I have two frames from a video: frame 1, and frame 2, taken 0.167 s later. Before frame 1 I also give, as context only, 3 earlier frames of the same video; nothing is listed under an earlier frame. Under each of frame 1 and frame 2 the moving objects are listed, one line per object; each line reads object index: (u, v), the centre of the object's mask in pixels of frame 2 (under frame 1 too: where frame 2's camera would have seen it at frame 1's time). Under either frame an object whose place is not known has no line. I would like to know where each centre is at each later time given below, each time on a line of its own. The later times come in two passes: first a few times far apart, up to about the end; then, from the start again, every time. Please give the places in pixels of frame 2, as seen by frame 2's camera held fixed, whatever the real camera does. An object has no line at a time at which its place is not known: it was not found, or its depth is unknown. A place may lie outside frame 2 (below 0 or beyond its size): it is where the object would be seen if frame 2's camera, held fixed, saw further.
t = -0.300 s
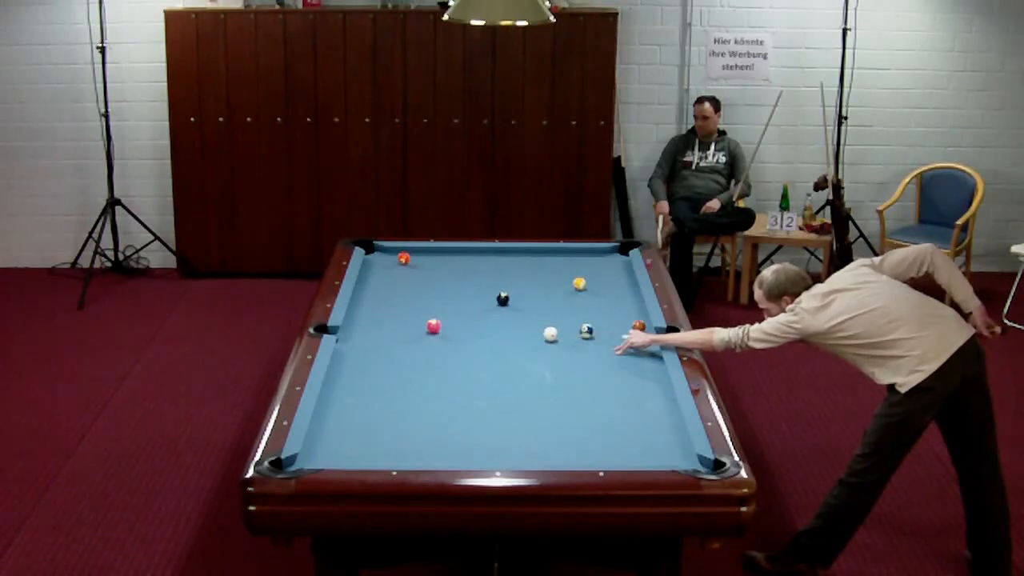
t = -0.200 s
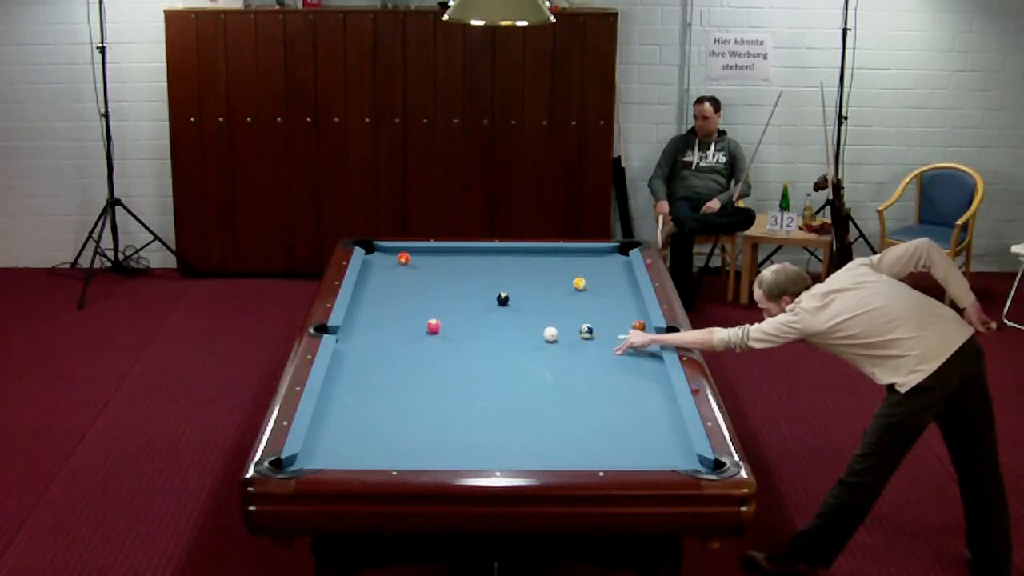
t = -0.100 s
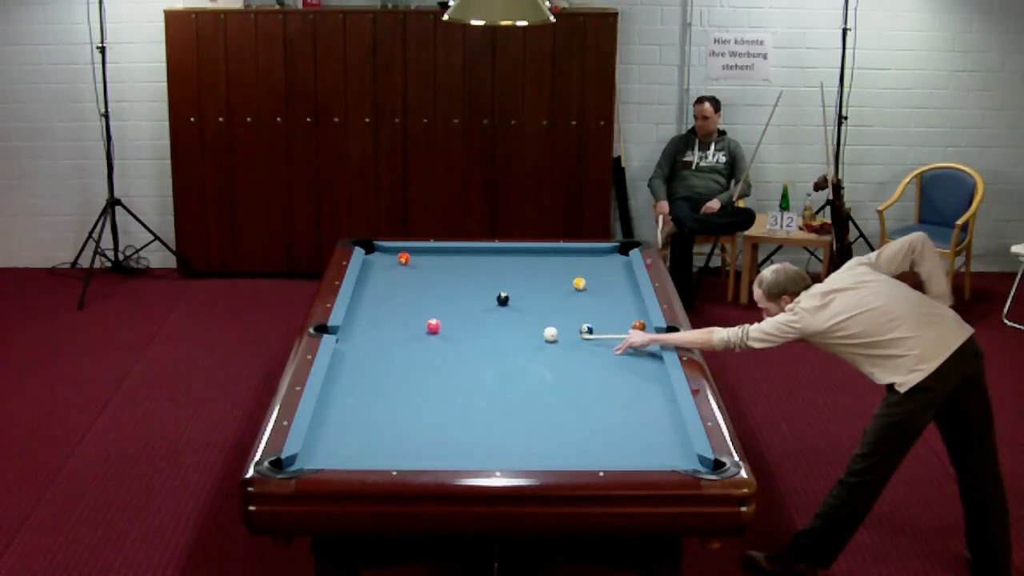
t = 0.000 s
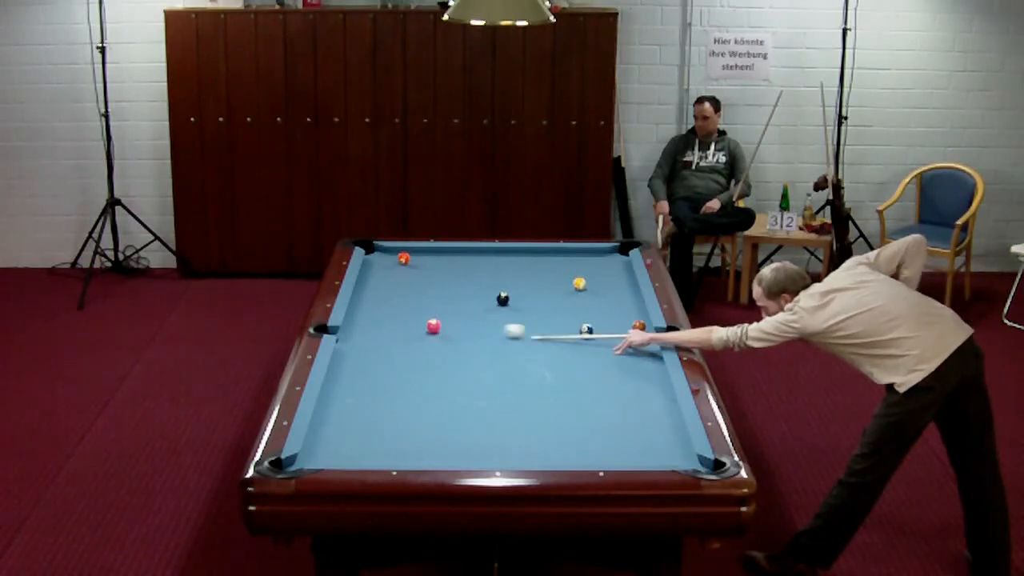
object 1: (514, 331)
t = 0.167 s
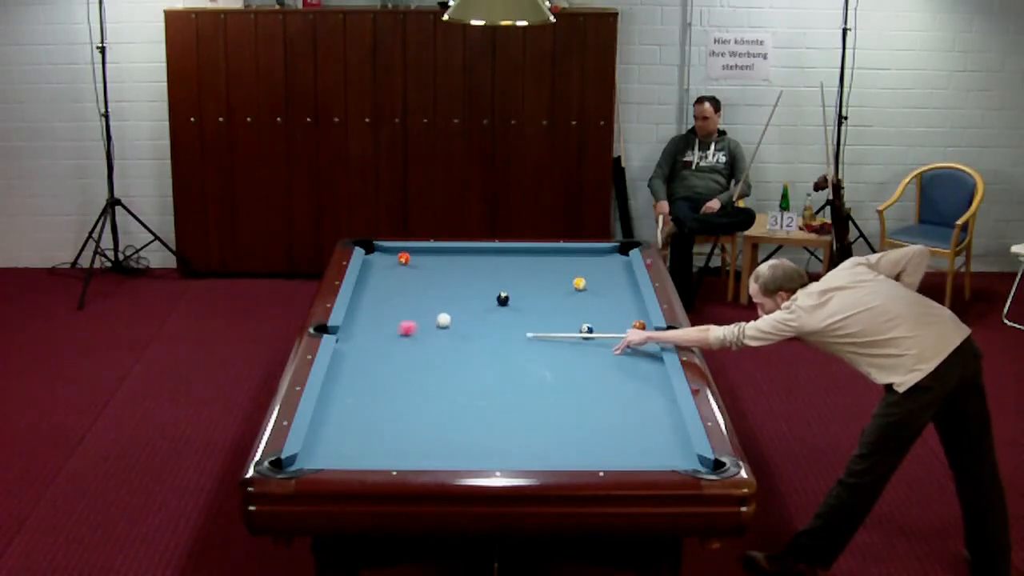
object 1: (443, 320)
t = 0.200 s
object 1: (442, 318)
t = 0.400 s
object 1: (441, 306)
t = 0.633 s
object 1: (445, 296)
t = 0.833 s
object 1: (448, 287)
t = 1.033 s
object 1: (450, 279)
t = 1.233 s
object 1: (453, 272)
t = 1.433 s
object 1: (455, 265)
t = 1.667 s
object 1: (457, 257)
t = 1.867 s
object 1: (459, 251)
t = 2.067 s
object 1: (464, 251)
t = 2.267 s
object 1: (471, 254)
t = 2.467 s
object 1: (477, 256)
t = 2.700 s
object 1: (484, 259)
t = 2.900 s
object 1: (490, 262)
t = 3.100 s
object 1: (496, 264)
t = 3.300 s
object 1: (501, 266)
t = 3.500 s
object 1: (506, 268)
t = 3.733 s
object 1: (511, 270)
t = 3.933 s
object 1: (515, 272)
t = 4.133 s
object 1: (519, 274)
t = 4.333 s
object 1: (523, 275)
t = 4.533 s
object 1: (526, 276)
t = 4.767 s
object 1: (529, 277)
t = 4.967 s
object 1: (531, 278)
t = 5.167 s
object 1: (532, 279)
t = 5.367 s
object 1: (533, 280)
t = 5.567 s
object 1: (534, 280)
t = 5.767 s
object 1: (534, 280)
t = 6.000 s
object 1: (534, 280)
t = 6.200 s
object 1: (534, 280)
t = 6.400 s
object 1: (535, 280)
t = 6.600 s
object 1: (535, 280)
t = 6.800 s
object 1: (535, 280)
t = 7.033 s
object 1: (535, 280)
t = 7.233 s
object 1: (535, 280)
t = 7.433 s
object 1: (535, 280)
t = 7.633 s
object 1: (534, 280)
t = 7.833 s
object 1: (534, 280)
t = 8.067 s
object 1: (535, 280)
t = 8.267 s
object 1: (535, 280)
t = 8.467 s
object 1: (535, 280)
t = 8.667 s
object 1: (535, 280)
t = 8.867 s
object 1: (534, 280)
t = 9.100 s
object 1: (534, 280)
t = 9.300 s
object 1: (535, 280)
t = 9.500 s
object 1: (535, 280)
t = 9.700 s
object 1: (534, 280)
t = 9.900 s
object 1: (535, 280)
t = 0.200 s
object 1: (442, 318)
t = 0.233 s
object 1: (440, 316)
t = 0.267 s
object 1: (440, 313)
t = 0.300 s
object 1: (440, 311)
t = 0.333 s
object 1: (440, 310)
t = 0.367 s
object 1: (441, 308)
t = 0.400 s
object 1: (441, 306)
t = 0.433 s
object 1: (441, 305)
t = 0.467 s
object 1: (442, 303)
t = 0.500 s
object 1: (443, 302)
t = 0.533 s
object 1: (443, 300)
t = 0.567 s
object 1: (444, 299)
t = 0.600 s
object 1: (444, 297)
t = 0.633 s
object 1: (445, 296)
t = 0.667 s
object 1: (445, 294)
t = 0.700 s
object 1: (446, 293)
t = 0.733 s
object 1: (446, 291)
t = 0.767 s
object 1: (447, 290)
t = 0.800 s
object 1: (447, 289)
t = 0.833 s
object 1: (448, 287)
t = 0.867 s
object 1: (448, 286)
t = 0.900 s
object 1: (449, 285)
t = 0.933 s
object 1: (449, 283)
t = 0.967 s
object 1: (450, 282)
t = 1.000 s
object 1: (450, 281)
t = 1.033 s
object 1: (450, 279)
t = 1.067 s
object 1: (451, 278)
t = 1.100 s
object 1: (451, 277)
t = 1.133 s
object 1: (452, 275)
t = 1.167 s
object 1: (452, 274)
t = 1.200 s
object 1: (452, 273)
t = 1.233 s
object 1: (453, 272)
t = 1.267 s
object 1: (453, 271)
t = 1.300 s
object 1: (454, 269)
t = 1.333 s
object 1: (454, 268)
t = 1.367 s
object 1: (454, 267)
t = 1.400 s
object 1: (454, 266)
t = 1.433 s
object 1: (455, 265)
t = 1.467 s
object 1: (455, 263)
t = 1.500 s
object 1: (456, 263)
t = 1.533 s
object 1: (456, 261)
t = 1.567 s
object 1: (456, 260)
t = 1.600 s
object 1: (457, 259)
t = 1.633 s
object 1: (457, 258)
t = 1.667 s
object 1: (457, 257)
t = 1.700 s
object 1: (458, 256)
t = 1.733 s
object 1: (458, 255)
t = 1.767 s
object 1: (458, 254)
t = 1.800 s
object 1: (458, 253)
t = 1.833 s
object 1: (459, 252)
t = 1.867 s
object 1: (459, 251)
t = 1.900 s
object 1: (459, 250)
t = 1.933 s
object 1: (459, 249)
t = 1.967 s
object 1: (461, 250)
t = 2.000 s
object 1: (462, 250)
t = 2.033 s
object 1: (463, 251)
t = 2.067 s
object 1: (464, 251)
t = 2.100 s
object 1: (465, 252)
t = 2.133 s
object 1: (466, 252)
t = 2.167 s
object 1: (467, 252)
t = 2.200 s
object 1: (468, 253)
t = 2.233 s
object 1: (470, 253)
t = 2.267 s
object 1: (471, 254)
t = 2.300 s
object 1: (472, 254)
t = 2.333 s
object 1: (473, 255)
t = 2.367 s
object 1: (474, 255)
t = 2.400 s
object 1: (475, 255)
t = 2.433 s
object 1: (476, 256)
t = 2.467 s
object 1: (477, 256)
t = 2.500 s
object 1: (478, 257)
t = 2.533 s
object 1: (479, 257)
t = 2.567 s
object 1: (480, 258)
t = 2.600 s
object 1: (481, 258)
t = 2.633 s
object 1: (482, 258)
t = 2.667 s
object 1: (483, 259)
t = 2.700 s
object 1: (484, 259)
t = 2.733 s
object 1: (485, 260)
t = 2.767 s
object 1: (486, 260)
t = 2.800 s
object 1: (487, 261)
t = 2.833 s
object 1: (488, 261)
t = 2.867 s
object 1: (489, 261)
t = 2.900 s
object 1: (490, 262)
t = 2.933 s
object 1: (491, 262)
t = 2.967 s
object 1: (492, 262)
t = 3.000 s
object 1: (493, 263)
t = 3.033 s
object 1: (494, 263)
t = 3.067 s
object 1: (495, 264)
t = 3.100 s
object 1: (496, 264)
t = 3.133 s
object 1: (496, 265)
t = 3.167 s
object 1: (497, 265)
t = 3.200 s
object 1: (498, 265)
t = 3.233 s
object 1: (499, 266)
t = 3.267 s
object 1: (500, 266)
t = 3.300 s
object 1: (501, 266)
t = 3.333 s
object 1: (502, 266)
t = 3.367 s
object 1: (503, 267)
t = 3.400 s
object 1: (504, 267)
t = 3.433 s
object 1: (504, 268)
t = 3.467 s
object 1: (505, 268)
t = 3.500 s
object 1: (506, 268)
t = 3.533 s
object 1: (507, 269)
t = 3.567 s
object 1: (508, 269)
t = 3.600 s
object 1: (508, 269)
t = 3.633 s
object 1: (509, 269)
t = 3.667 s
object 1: (510, 270)
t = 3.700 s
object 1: (511, 270)
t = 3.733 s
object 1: (511, 270)
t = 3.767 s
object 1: (512, 271)
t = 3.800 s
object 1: (513, 271)
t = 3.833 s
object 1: (513, 271)
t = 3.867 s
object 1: (514, 272)
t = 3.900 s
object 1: (515, 272)
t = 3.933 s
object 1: (515, 272)
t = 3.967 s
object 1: (516, 272)
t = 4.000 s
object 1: (517, 272)
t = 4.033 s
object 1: (517, 273)
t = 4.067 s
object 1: (518, 273)
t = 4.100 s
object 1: (519, 273)
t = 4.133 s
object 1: (519, 274)
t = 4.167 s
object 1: (520, 274)
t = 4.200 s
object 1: (520, 274)
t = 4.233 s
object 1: (521, 274)
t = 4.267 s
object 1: (522, 274)
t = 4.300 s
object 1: (522, 275)
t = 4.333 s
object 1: (523, 275)
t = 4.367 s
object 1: (523, 275)
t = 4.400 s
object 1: (524, 275)
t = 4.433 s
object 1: (524, 276)
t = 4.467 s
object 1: (525, 276)
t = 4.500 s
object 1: (525, 276)
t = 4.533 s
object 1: (526, 276)
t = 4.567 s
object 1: (526, 276)
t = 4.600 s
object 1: (526, 276)
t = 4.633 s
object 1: (527, 276)
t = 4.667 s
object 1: (527, 277)
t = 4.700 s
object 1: (528, 277)
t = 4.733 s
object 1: (528, 277)
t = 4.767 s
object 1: (529, 277)
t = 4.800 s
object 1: (529, 277)
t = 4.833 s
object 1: (529, 278)
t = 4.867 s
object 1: (530, 278)
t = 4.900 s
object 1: (530, 278)
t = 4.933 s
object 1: (530, 278)
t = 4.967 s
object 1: (531, 278)
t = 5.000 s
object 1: (531, 279)
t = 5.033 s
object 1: (531, 279)
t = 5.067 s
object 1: (531, 279)
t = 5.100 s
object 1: (531, 279)
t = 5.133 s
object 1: (532, 279)
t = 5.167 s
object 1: (532, 279)
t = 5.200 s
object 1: (532, 279)
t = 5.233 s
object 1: (532, 279)
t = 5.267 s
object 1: (532, 279)
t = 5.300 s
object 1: (533, 279)
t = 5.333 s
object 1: (533, 279)
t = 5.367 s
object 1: (533, 280)
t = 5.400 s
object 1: (533, 280)
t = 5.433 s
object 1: (533, 280)
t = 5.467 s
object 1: (534, 280)
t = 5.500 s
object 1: (534, 280)
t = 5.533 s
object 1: (534, 280)
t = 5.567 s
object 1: (534, 280)
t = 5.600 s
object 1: (534, 280)
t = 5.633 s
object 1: (534, 280)
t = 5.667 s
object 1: (534, 280)
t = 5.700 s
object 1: (534, 280)
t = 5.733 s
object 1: (534, 280)
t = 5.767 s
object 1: (534, 280)
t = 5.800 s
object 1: (534, 280)
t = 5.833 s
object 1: (534, 280)
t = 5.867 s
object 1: (534, 280)
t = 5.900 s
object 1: (534, 280)
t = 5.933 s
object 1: (534, 280)
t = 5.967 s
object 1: (534, 280)
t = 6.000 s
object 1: (534, 280)
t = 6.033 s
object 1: (534, 280)
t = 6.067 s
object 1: (534, 280)
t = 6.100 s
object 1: (534, 280)
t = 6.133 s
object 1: (534, 280)
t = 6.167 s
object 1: (534, 280)
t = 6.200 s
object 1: (534, 280)
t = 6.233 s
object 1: (534, 280)
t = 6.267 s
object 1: (534, 280)
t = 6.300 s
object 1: (534, 280)
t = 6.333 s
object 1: (535, 280)
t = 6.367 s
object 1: (534, 280)
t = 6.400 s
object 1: (535, 280)
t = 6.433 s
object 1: (535, 280)
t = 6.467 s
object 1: (535, 280)
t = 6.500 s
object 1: (535, 280)
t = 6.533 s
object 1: (535, 280)
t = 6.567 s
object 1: (535, 280)
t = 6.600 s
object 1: (535, 280)
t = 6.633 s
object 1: (535, 280)
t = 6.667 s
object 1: (535, 280)
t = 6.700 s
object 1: (535, 280)
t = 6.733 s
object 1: (535, 280)
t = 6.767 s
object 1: (535, 280)
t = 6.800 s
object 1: (535, 280)
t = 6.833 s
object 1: (535, 280)
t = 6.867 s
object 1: (535, 280)
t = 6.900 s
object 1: (535, 280)
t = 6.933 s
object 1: (535, 280)
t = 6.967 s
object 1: (535, 280)
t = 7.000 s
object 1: (535, 280)
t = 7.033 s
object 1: (535, 280)
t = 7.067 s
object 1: (535, 280)
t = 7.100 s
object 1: (535, 280)
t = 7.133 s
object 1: (535, 280)
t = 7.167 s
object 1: (535, 280)
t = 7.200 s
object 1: (535, 280)
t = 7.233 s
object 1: (535, 280)
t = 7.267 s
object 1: (535, 280)
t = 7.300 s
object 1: (535, 280)
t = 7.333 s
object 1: (534, 280)
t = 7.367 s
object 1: (534, 280)
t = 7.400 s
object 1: (534, 280)
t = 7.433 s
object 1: (535, 280)
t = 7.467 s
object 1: (534, 280)
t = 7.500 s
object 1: (534, 280)
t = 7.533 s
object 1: (534, 280)
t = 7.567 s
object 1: (534, 280)
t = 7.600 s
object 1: (534, 280)
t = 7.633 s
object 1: (534, 280)
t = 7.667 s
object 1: (534, 280)
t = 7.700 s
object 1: (534, 280)
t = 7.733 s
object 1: (535, 280)
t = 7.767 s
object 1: (535, 280)
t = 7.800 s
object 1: (535, 280)
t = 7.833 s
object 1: (534, 280)
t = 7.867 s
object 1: (534, 280)
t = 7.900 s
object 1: (535, 280)
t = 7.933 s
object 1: (534, 280)
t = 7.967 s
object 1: (534, 280)
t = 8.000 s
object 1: (535, 280)
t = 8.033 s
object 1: (535, 280)
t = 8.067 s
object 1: (535, 280)
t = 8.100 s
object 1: (535, 280)
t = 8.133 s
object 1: (534, 280)
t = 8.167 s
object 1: (535, 280)
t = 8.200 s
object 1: (534, 280)
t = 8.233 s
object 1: (535, 280)
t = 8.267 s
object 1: (535, 280)
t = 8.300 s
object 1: (534, 280)
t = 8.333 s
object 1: (534, 280)
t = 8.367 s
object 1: (535, 280)
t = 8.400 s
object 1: (535, 280)
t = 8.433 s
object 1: (535, 280)
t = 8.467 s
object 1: (535, 280)
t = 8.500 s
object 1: (535, 280)
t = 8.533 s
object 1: (535, 280)
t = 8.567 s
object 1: (535, 280)
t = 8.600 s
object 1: (535, 280)
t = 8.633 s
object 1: (535, 280)
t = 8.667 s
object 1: (535, 280)
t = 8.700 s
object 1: (534, 280)
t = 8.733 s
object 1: (534, 280)
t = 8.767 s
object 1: (534, 280)
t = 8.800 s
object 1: (534, 280)
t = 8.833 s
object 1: (534, 280)
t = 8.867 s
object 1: (534, 280)
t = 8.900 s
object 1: (534, 280)
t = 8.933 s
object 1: (534, 280)
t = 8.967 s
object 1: (534, 280)
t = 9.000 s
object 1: (534, 280)
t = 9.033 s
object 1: (534, 280)
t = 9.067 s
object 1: (534, 280)
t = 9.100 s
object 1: (534, 280)
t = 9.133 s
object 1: (534, 280)
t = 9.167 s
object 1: (534, 280)
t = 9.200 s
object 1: (534, 280)
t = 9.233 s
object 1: (534, 280)
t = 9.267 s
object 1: (535, 280)
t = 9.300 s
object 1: (535, 280)
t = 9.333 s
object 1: (535, 280)
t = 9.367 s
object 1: (534, 280)
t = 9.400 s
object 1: (534, 280)
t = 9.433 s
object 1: (535, 280)
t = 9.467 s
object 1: (535, 280)
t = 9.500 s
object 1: (535, 280)
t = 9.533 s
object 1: (535, 280)
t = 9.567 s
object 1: (535, 280)
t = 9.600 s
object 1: (534, 280)
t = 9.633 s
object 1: (535, 280)
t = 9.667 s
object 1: (535, 280)
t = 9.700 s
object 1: (534, 280)
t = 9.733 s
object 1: (534, 280)
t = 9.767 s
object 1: (534, 280)
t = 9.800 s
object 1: (535, 280)
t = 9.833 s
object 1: (534, 280)
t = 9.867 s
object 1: (535, 280)
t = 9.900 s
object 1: (535, 280)
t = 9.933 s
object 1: (534, 280)
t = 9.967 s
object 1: (534, 280)
